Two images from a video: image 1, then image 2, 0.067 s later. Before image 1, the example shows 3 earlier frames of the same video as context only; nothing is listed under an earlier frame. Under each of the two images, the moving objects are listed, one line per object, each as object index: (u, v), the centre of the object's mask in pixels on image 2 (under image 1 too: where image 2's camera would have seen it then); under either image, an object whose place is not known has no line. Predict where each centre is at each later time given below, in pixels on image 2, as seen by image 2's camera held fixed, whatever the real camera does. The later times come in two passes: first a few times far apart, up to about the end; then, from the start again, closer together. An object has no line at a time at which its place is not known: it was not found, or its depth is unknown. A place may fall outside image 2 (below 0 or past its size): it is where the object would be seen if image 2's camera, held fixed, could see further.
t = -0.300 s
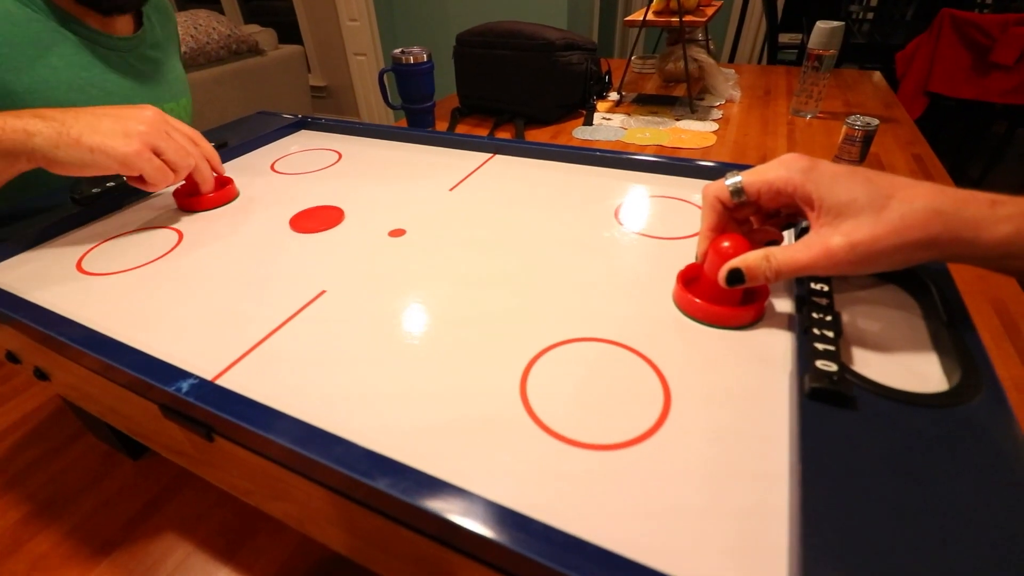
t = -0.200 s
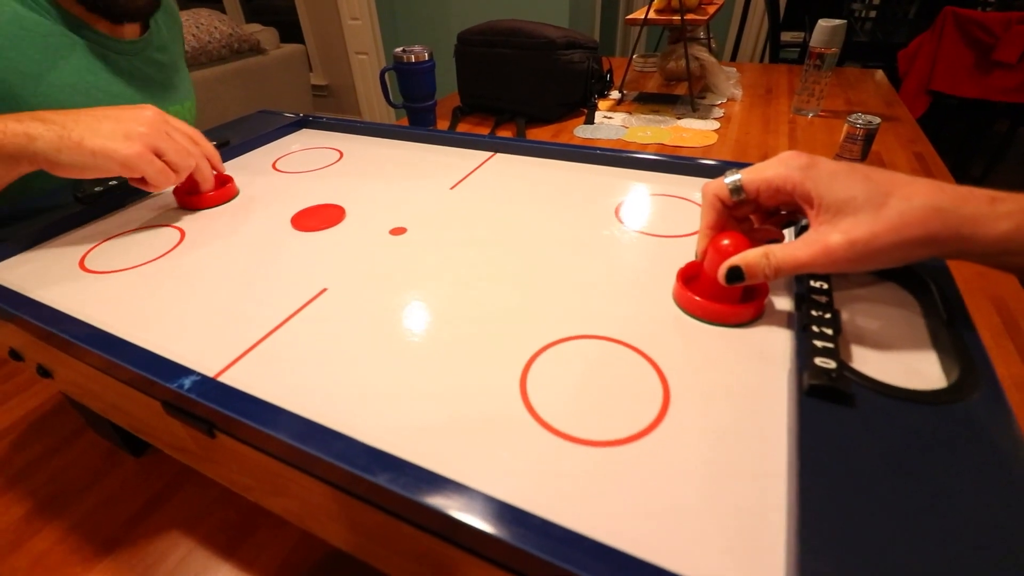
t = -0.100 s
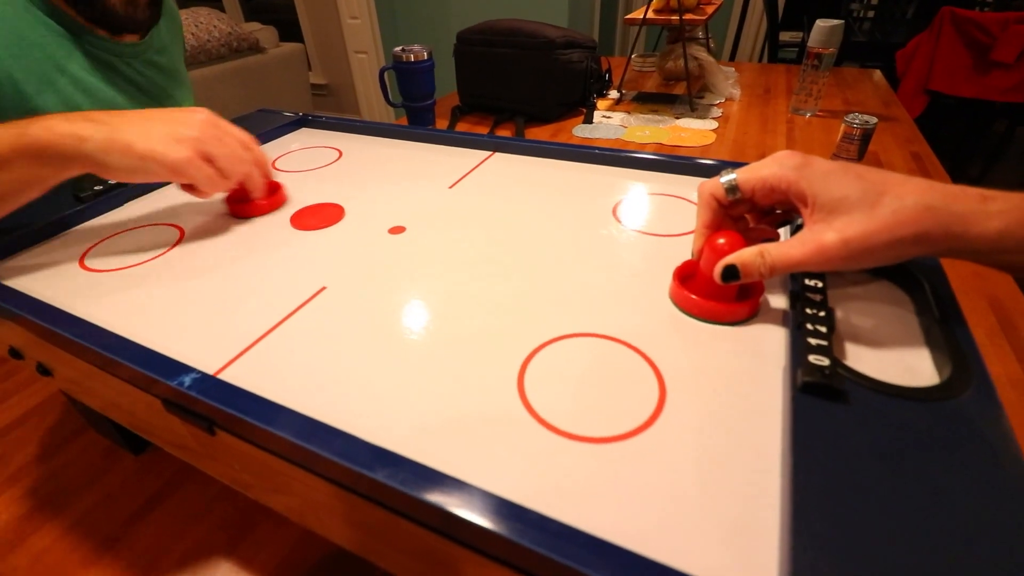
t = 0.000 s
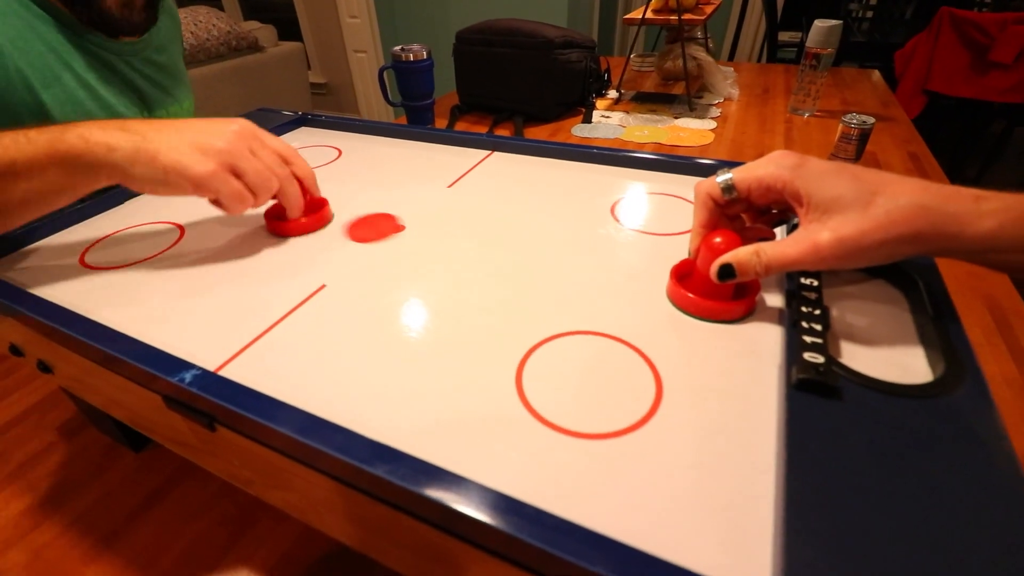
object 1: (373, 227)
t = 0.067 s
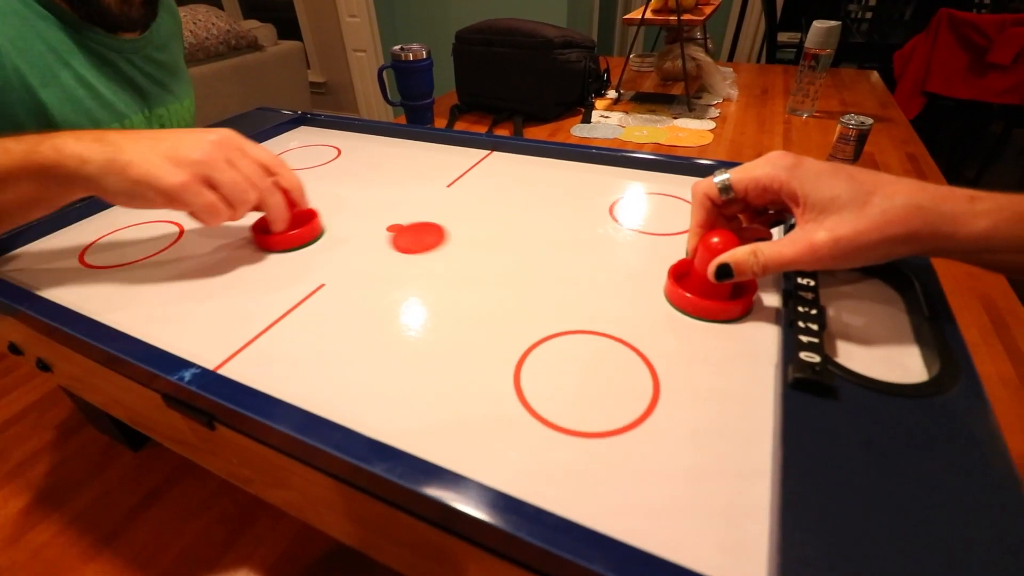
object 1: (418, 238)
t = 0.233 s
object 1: (508, 256)
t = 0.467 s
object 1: (542, 261)
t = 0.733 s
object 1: (542, 261)
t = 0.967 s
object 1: (542, 261)
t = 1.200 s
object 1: (541, 262)
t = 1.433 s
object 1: (540, 261)
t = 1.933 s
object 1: (540, 262)
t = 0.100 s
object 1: (439, 242)
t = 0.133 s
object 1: (459, 246)
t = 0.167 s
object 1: (477, 250)
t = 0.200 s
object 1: (494, 253)
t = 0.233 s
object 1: (508, 256)
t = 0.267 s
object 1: (520, 258)
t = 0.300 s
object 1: (529, 259)
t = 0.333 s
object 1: (536, 260)
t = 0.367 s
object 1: (540, 261)
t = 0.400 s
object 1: (541, 261)
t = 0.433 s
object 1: (541, 261)
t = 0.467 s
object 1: (542, 261)
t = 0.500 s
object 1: (542, 261)
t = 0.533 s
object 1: (542, 261)
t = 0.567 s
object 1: (542, 261)
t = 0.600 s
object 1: (542, 261)
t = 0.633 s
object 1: (542, 261)
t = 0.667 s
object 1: (542, 261)
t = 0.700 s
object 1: (542, 261)
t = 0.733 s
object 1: (542, 261)
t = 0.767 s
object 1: (542, 261)
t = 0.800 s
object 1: (542, 261)
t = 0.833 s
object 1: (542, 261)
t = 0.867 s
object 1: (542, 261)
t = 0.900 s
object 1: (542, 261)
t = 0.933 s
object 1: (542, 261)
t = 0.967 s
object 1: (542, 261)
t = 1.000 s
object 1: (542, 261)
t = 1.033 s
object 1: (542, 261)
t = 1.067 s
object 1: (542, 261)
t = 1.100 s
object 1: (542, 261)
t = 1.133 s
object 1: (542, 261)
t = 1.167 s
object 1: (541, 261)
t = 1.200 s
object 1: (541, 262)
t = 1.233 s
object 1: (541, 262)
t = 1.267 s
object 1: (541, 261)
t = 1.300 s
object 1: (541, 261)
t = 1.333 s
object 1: (540, 261)
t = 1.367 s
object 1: (540, 261)
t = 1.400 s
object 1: (540, 261)
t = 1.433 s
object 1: (540, 261)
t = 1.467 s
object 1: (540, 261)
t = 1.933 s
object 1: (540, 262)
